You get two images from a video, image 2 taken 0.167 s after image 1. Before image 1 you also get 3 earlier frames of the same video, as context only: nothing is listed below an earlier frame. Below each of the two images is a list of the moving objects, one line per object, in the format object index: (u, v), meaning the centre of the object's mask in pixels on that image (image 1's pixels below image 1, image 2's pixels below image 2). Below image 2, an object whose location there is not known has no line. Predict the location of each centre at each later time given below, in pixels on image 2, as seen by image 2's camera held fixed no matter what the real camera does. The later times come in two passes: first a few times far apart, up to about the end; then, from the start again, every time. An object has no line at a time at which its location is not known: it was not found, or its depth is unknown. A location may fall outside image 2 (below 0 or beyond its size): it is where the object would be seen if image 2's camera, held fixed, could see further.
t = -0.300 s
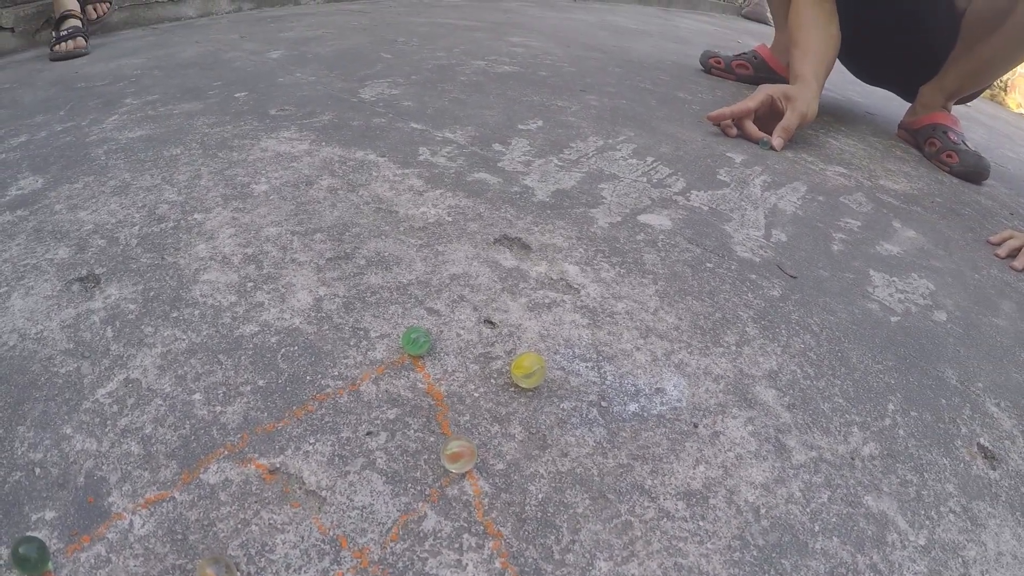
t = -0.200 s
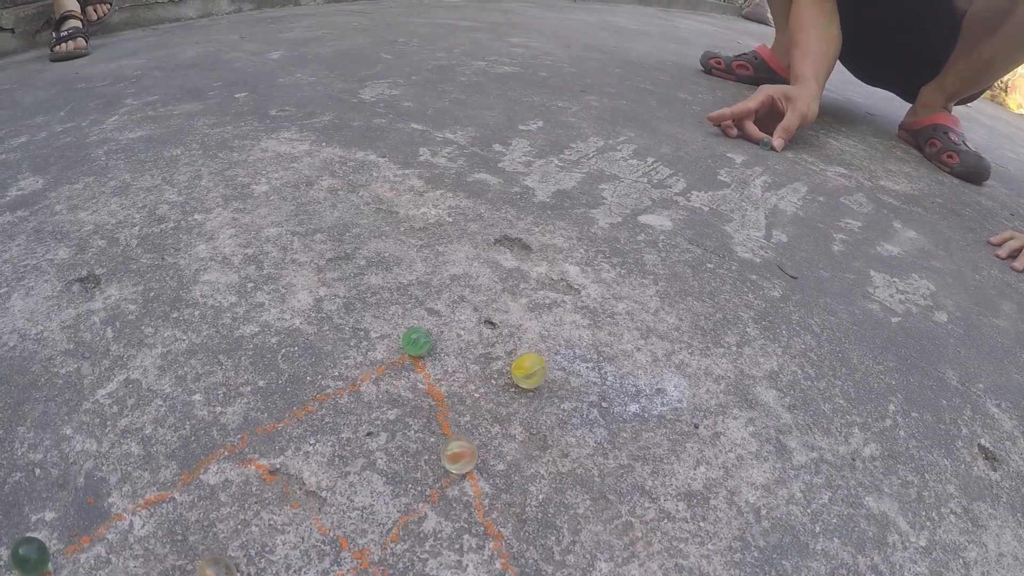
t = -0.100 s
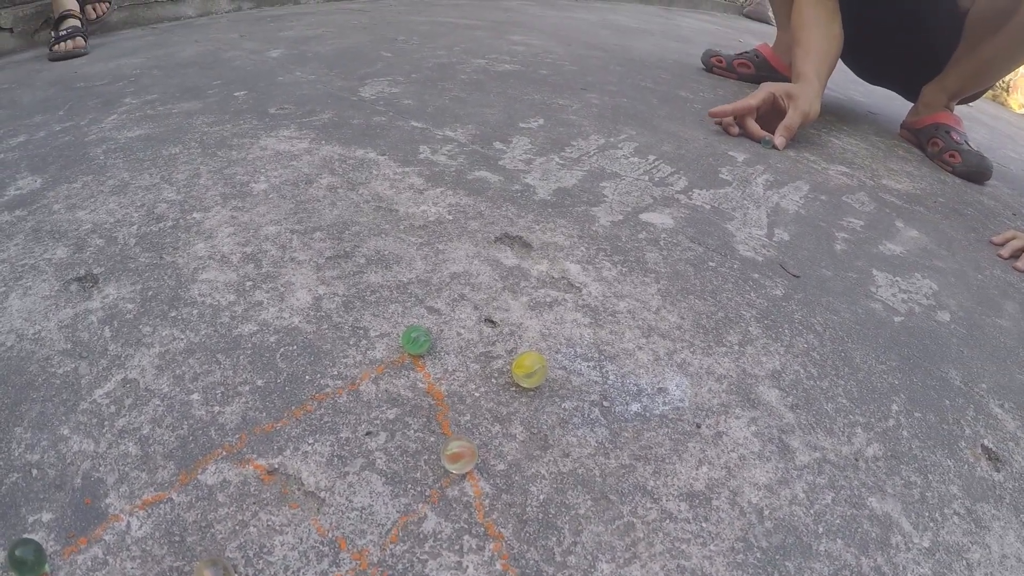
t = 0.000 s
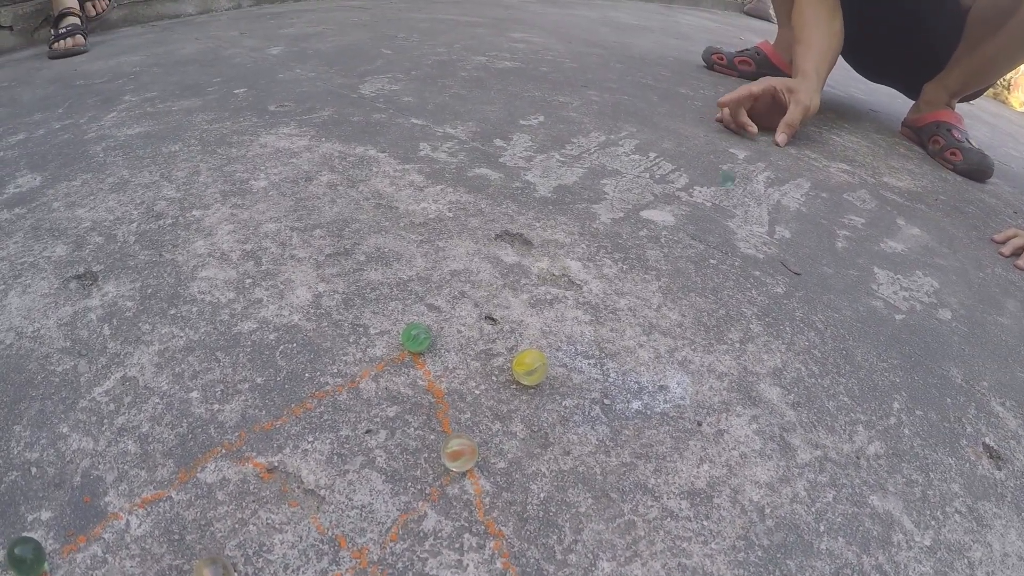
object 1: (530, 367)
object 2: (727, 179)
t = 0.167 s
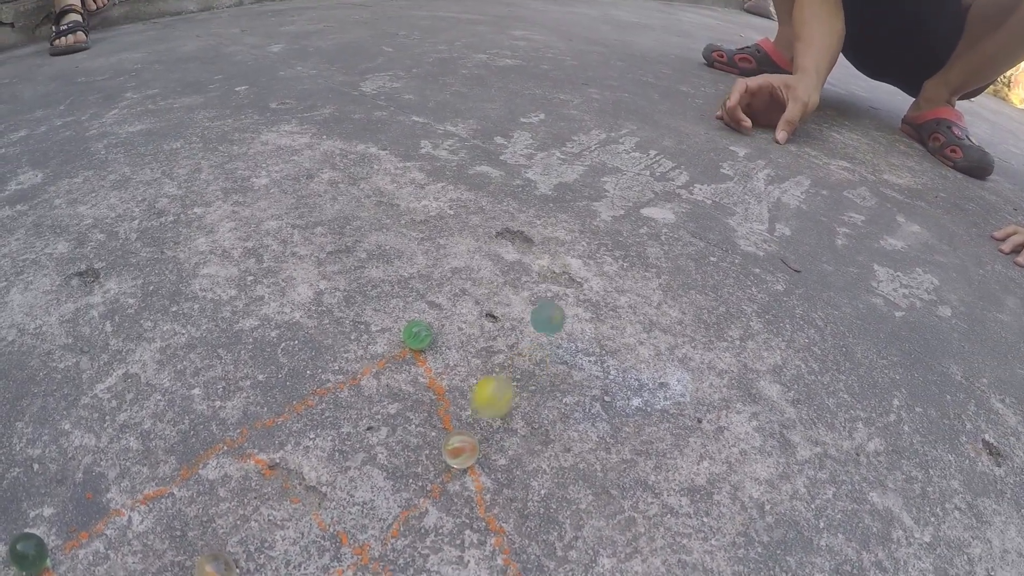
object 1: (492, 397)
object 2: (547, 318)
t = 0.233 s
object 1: (398, 490)
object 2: (527, 318)
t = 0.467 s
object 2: (365, 412)
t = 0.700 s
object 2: (230, 474)
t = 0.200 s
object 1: (449, 435)
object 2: (539, 308)
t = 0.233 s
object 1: (398, 490)
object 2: (527, 318)
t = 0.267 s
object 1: (338, 567)
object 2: (513, 349)
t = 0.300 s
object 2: (493, 361)
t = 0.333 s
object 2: (467, 382)
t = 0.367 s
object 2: (439, 390)
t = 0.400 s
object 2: (410, 402)
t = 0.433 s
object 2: (386, 403)
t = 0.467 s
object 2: (365, 412)
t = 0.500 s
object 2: (343, 418)
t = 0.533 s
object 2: (320, 429)
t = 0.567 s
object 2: (298, 434)
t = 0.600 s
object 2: (278, 439)
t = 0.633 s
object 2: (260, 448)
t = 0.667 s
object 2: (244, 460)
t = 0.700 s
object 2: (230, 474)
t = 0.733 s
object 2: (218, 487)
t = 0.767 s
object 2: (210, 504)
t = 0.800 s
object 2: (202, 523)
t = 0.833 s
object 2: (194, 535)
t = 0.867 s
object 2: (184, 543)
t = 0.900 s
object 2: (177, 550)
